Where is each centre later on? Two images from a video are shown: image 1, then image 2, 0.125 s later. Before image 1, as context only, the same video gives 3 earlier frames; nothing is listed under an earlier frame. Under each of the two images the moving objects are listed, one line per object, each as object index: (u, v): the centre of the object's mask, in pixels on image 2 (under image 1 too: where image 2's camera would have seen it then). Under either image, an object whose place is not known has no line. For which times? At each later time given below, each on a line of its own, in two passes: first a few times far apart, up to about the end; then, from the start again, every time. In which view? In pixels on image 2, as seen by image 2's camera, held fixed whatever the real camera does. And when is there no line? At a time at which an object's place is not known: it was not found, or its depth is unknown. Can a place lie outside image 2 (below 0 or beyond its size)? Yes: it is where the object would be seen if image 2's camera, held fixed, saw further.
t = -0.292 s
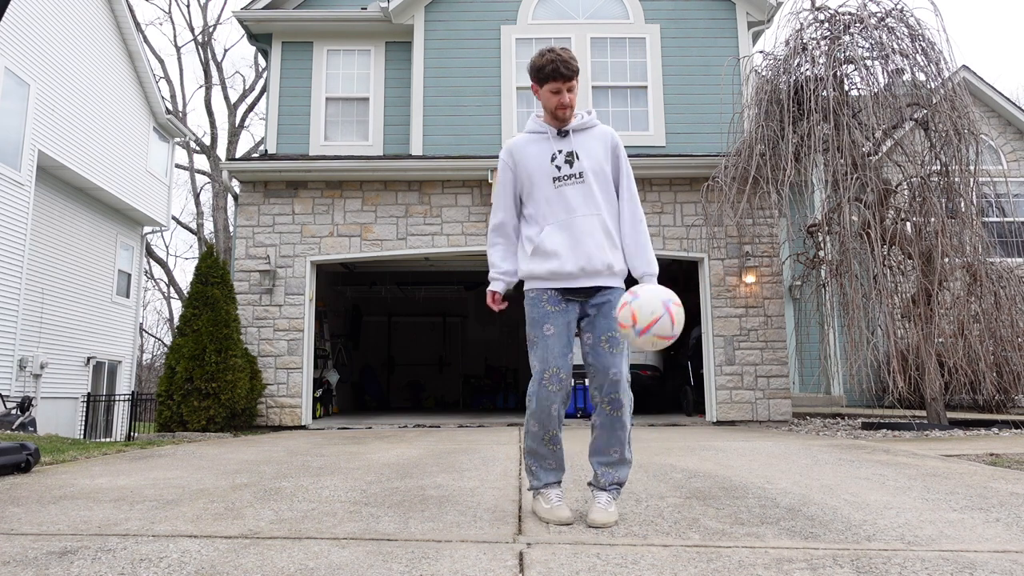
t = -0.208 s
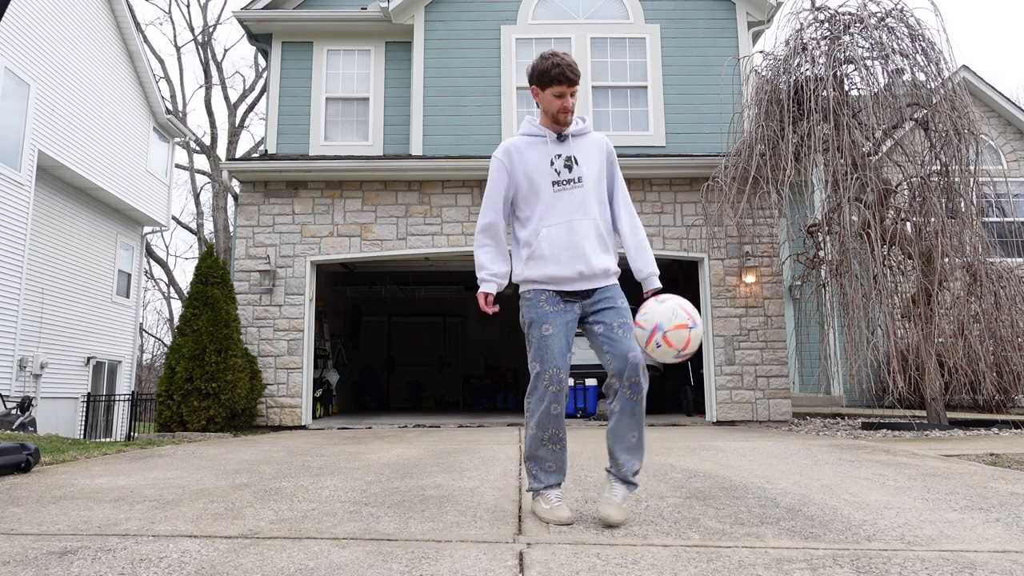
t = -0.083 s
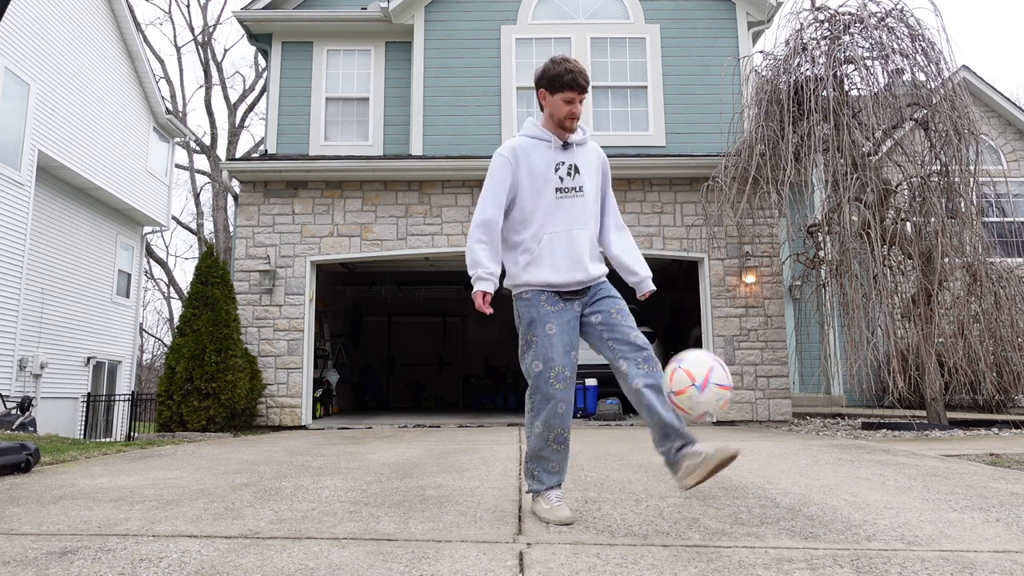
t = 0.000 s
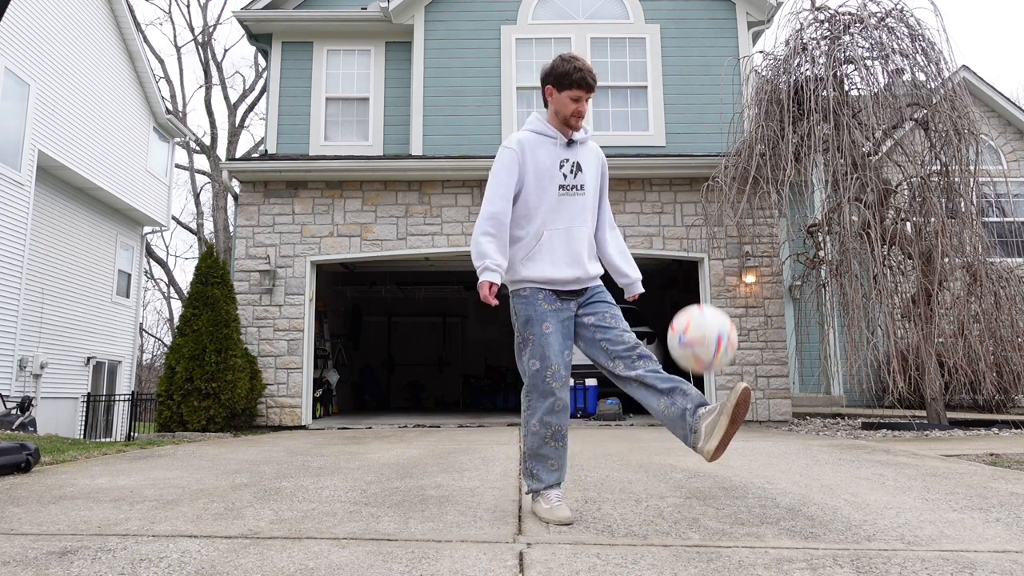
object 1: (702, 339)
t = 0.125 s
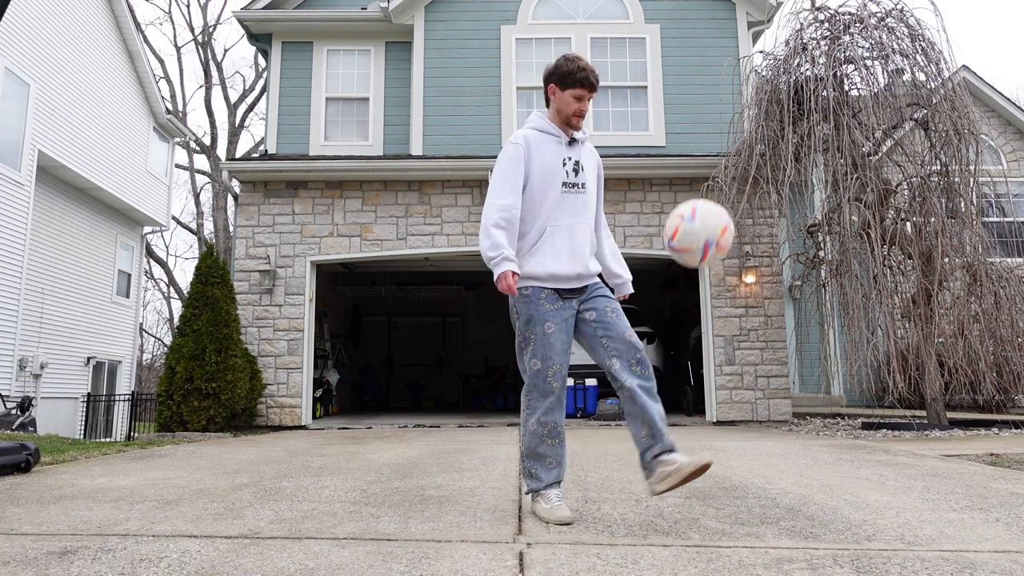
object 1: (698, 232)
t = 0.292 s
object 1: (696, 160)
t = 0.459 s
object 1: (698, 165)
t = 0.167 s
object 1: (697, 207)
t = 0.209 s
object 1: (697, 187)
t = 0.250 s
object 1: (696, 171)
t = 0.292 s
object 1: (696, 160)
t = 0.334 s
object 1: (696, 154)
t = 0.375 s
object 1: (696, 153)
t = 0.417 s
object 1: (697, 156)
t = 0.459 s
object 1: (698, 165)
